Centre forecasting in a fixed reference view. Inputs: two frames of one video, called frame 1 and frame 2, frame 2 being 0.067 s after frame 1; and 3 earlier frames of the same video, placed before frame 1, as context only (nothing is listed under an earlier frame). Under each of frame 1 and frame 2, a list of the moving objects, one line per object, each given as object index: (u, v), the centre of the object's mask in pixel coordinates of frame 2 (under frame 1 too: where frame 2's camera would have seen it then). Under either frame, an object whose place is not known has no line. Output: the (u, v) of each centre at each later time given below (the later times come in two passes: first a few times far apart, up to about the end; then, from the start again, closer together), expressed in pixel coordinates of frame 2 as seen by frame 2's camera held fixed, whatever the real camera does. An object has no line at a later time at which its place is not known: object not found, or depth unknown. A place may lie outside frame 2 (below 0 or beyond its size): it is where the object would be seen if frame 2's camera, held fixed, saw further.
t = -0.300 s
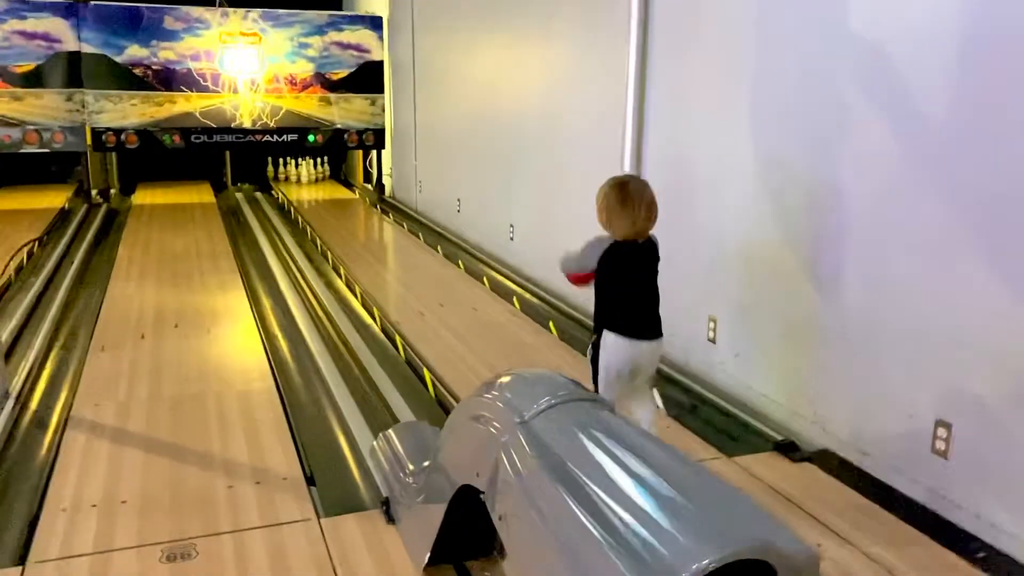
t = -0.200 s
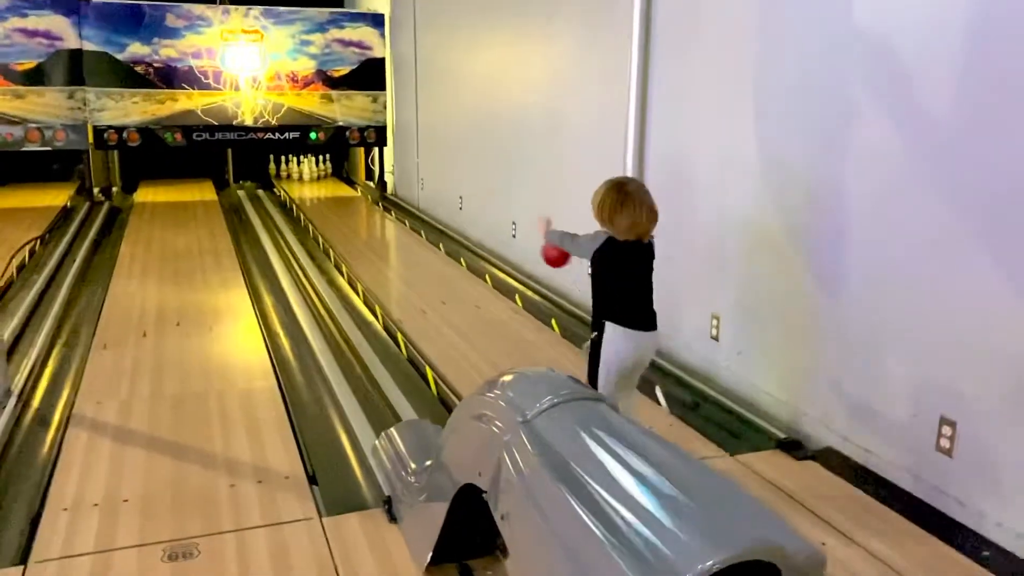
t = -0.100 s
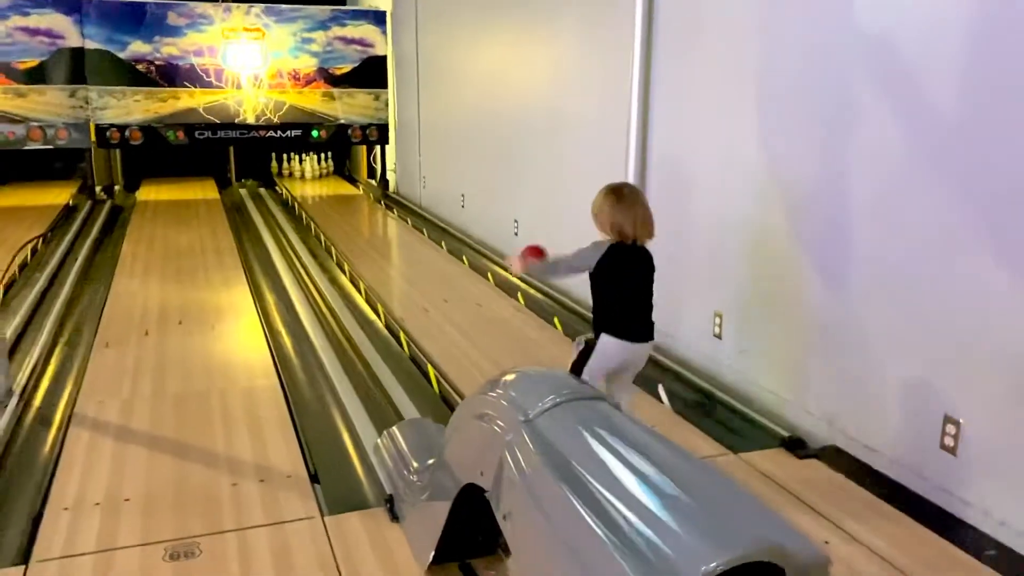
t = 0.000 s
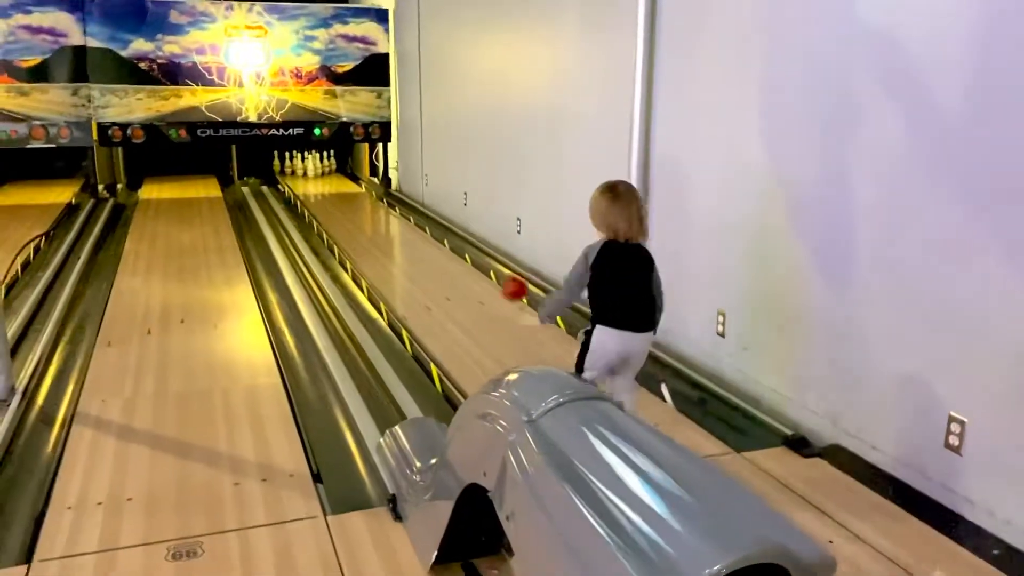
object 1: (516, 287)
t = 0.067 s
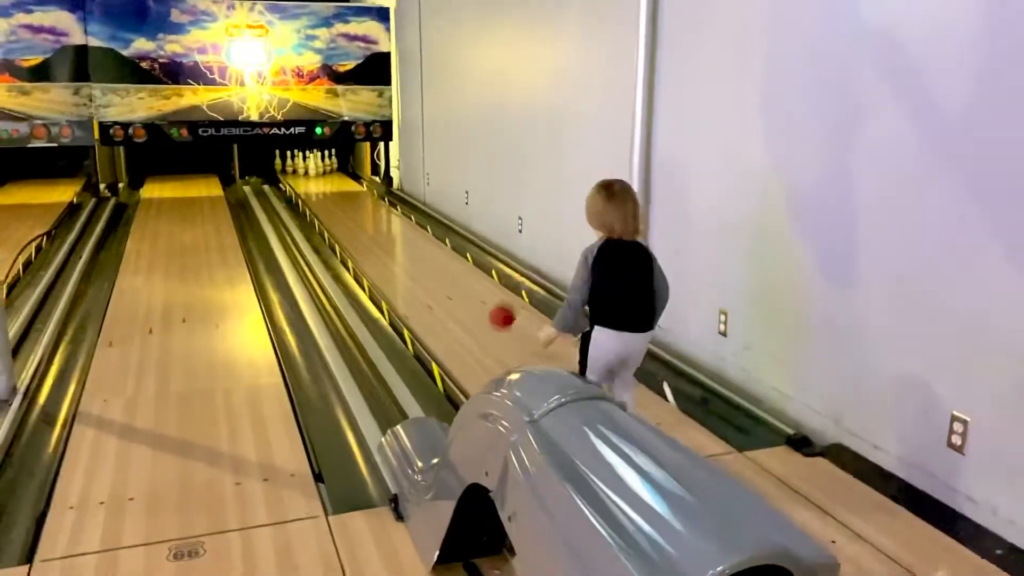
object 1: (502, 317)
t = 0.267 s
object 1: (472, 315)
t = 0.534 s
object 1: (444, 292)
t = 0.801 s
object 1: (422, 273)
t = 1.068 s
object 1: (403, 256)
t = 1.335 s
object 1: (387, 243)
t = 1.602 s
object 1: (374, 231)
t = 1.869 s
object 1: (362, 220)
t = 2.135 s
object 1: (352, 211)
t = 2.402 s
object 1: (342, 203)
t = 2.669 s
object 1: (334, 195)
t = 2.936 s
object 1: (326, 189)
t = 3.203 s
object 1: (321, 183)
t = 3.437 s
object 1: (315, 178)
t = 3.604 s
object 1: (312, 175)
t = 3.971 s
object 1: (303, 171)
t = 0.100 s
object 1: (496, 331)
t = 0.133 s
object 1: (491, 327)
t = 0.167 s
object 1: (486, 321)
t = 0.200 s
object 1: (481, 317)
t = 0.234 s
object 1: (476, 316)
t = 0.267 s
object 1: (472, 315)
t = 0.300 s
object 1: (468, 312)
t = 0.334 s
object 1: (464, 309)
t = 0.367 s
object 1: (461, 306)
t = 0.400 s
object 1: (457, 303)
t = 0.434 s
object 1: (454, 300)
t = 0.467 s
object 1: (451, 297)
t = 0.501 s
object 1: (447, 295)
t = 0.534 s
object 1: (444, 292)
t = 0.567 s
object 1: (441, 289)
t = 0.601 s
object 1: (438, 287)
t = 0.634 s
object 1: (436, 284)
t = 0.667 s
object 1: (433, 281)
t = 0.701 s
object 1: (430, 280)
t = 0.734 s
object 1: (427, 278)
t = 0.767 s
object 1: (425, 275)
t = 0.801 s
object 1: (422, 273)
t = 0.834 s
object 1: (419, 271)
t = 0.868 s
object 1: (417, 269)
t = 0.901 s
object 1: (415, 266)
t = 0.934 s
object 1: (412, 265)
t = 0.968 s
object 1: (410, 263)
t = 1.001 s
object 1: (408, 261)
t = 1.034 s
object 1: (406, 259)
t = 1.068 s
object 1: (403, 256)
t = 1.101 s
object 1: (401, 255)
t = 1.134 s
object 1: (399, 253)
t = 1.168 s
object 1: (397, 251)
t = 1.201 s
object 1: (395, 249)
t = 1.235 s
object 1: (393, 248)
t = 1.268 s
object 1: (391, 246)
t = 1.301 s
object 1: (389, 245)
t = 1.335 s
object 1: (387, 243)
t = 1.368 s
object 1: (385, 241)
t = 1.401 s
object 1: (384, 240)
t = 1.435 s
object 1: (382, 238)
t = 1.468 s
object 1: (380, 236)
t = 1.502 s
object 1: (379, 235)
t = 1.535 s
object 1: (377, 234)
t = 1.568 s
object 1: (375, 232)
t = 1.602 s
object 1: (374, 231)
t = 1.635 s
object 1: (372, 229)
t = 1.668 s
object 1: (371, 228)
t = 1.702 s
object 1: (369, 226)
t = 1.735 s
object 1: (368, 225)
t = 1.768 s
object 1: (366, 224)
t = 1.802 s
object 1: (364, 223)
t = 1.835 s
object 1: (363, 221)
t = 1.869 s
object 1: (362, 220)
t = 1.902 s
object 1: (360, 219)
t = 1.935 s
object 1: (359, 218)
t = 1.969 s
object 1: (358, 217)
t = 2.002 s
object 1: (356, 215)
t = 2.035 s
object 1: (355, 214)
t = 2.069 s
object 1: (354, 213)
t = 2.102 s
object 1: (353, 212)
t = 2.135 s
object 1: (352, 211)
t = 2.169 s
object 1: (351, 210)
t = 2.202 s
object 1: (349, 209)
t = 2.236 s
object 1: (348, 208)
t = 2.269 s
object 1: (347, 207)
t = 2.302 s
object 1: (345, 206)
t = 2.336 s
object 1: (344, 205)
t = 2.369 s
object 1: (344, 204)
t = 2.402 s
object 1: (342, 203)
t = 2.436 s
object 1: (341, 202)
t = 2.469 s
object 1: (340, 201)
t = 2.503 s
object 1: (339, 200)
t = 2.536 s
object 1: (338, 199)
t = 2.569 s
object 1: (337, 199)
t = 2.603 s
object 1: (336, 197)
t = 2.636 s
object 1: (334, 196)
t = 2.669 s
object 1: (334, 195)
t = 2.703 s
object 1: (333, 194)
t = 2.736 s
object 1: (332, 193)
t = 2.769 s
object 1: (330, 192)
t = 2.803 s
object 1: (329, 192)
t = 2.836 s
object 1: (329, 191)
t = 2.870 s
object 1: (328, 190)
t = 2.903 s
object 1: (327, 189)
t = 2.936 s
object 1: (326, 189)
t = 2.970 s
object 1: (325, 188)
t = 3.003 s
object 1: (325, 187)
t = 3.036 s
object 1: (324, 186)
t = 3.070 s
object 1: (323, 186)
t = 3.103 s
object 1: (323, 185)
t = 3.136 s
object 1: (322, 185)
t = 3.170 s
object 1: (322, 184)
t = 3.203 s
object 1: (321, 183)
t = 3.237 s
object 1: (320, 183)
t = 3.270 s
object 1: (319, 182)
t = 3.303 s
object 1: (318, 181)
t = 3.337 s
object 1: (317, 181)
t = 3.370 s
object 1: (317, 180)
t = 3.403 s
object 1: (316, 180)
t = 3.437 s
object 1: (315, 178)
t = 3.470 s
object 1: (314, 178)
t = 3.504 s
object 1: (314, 178)
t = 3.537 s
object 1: (314, 176)
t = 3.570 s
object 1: (313, 176)
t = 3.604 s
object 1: (312, 175)
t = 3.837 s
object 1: (306, 172)
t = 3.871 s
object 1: (305, 171)
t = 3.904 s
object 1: (305, 171)
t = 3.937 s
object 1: (304, 171)
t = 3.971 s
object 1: (303, 171)
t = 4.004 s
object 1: (302, 171)
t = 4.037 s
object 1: (302, 171)
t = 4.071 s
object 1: (303, 171)
